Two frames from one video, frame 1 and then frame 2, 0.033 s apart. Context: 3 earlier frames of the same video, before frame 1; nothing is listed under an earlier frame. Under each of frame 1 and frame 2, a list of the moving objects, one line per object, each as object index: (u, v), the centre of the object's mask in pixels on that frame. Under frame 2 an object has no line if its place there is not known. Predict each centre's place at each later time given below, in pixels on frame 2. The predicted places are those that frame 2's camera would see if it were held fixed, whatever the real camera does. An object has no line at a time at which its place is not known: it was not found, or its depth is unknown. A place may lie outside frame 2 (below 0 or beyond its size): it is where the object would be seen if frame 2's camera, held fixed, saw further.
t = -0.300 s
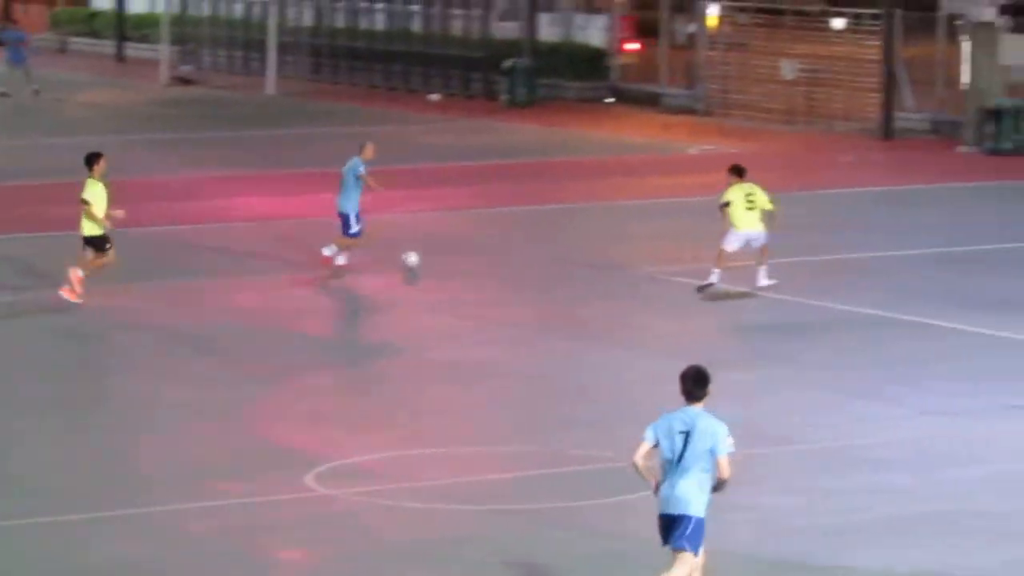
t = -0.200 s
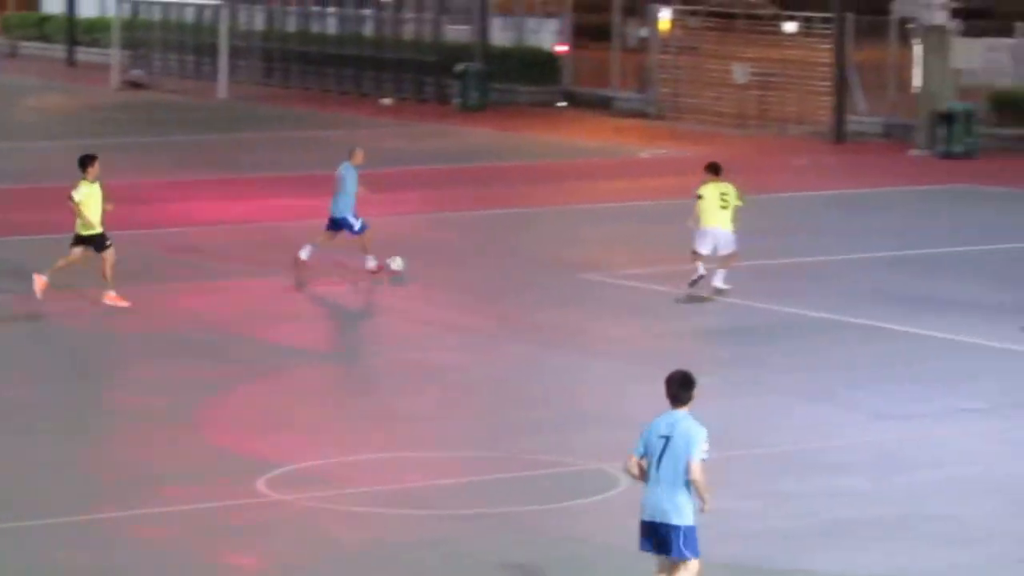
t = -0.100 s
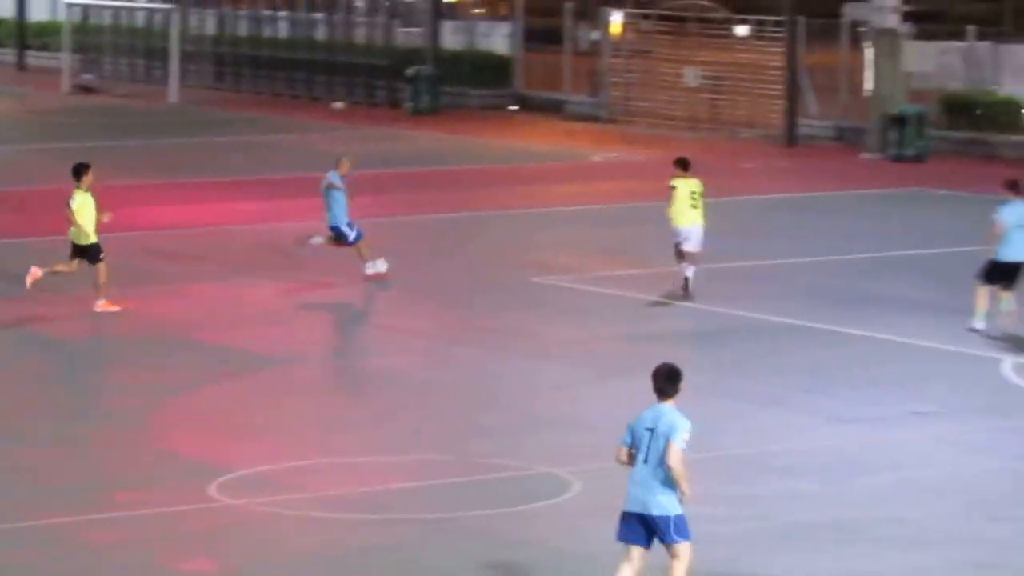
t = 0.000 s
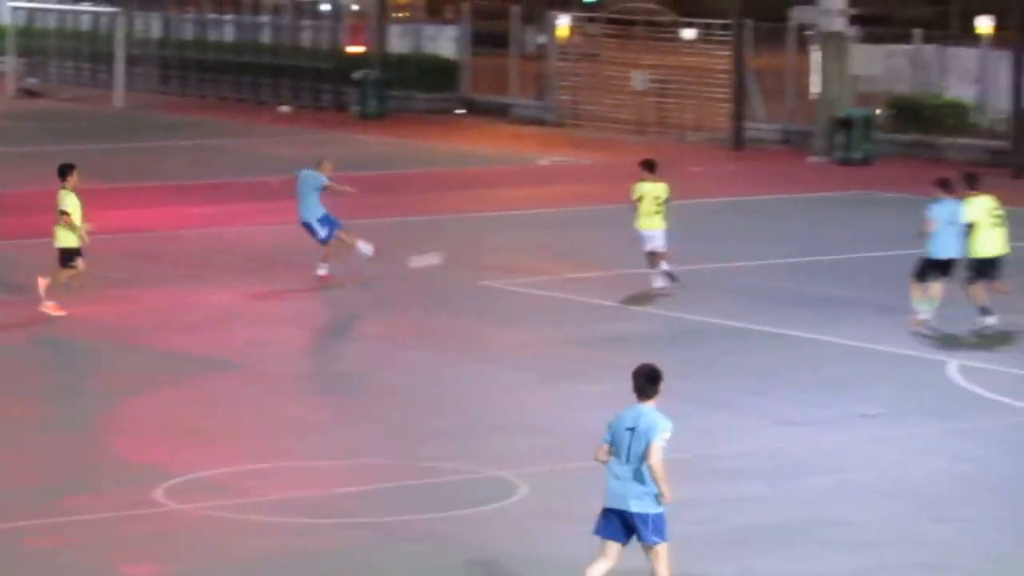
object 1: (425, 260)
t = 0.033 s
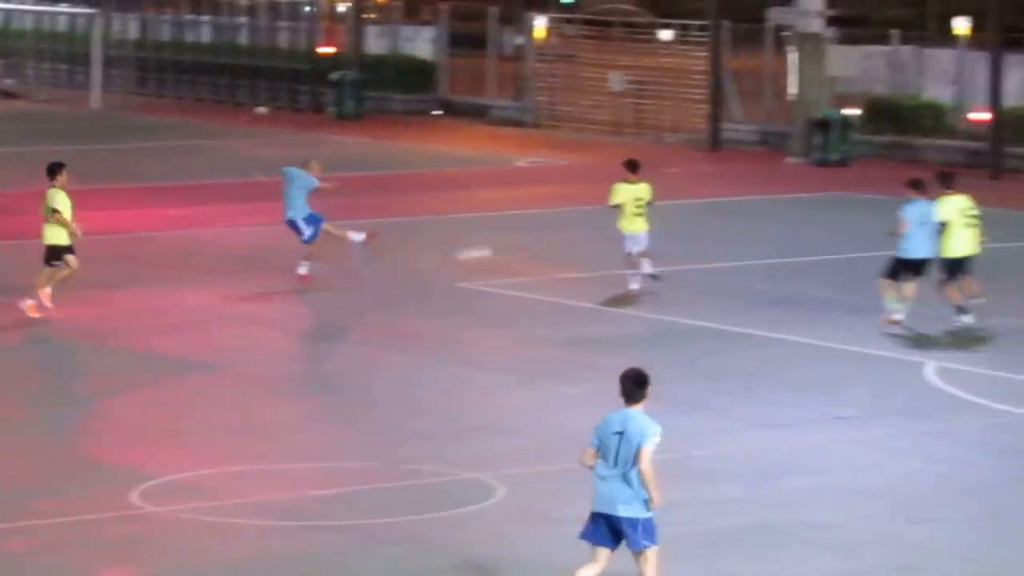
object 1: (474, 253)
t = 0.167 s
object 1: (763, 228)
